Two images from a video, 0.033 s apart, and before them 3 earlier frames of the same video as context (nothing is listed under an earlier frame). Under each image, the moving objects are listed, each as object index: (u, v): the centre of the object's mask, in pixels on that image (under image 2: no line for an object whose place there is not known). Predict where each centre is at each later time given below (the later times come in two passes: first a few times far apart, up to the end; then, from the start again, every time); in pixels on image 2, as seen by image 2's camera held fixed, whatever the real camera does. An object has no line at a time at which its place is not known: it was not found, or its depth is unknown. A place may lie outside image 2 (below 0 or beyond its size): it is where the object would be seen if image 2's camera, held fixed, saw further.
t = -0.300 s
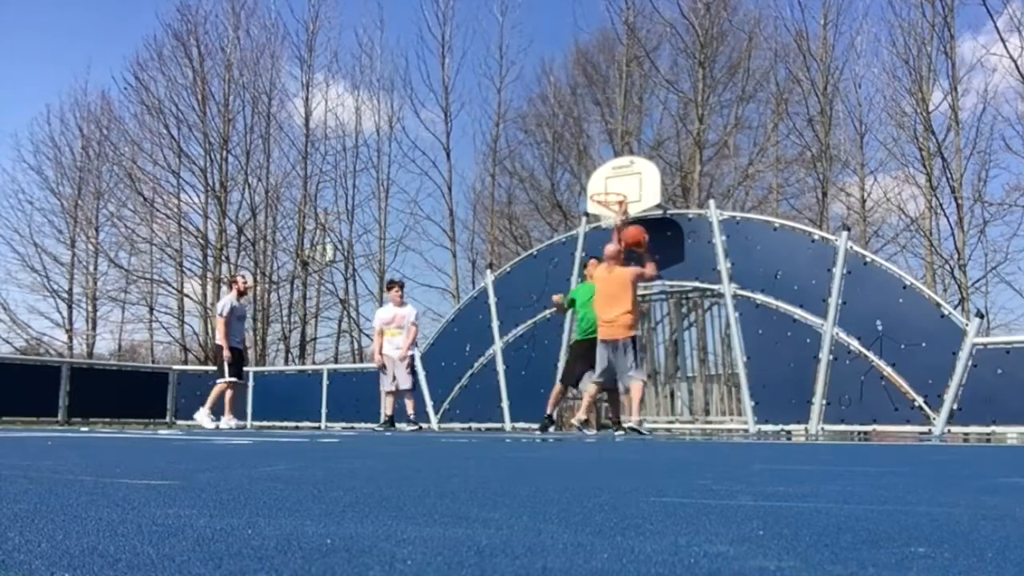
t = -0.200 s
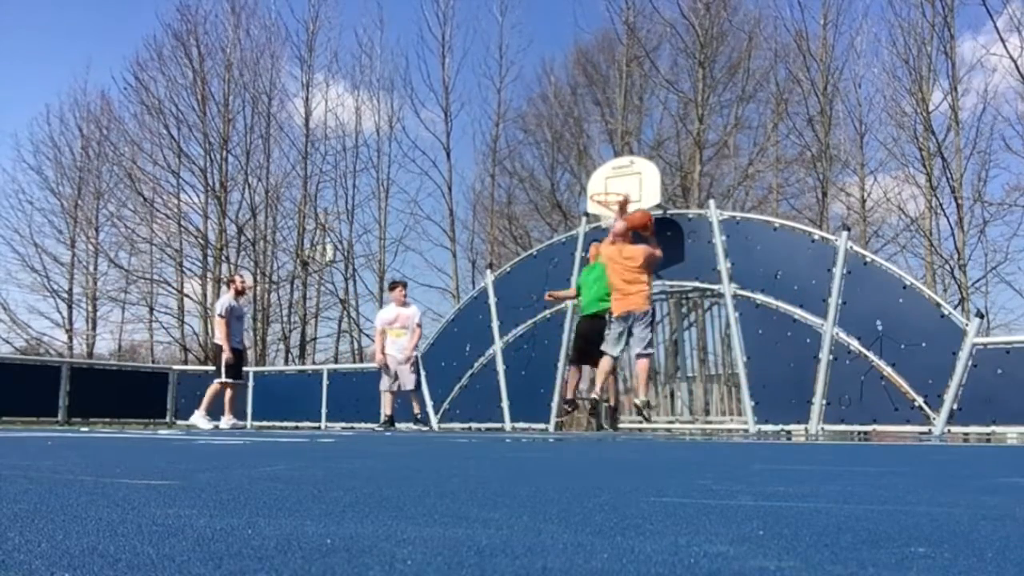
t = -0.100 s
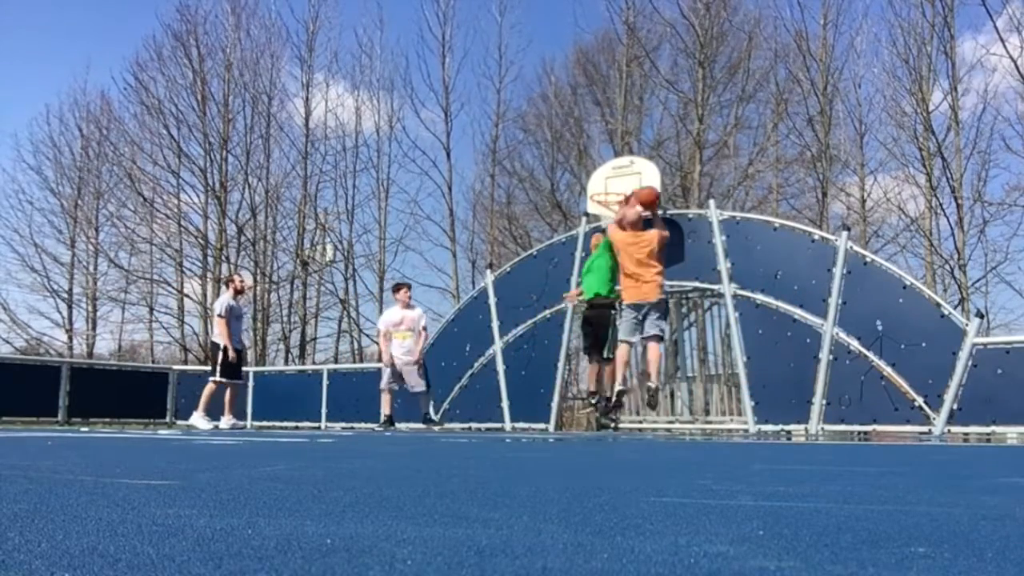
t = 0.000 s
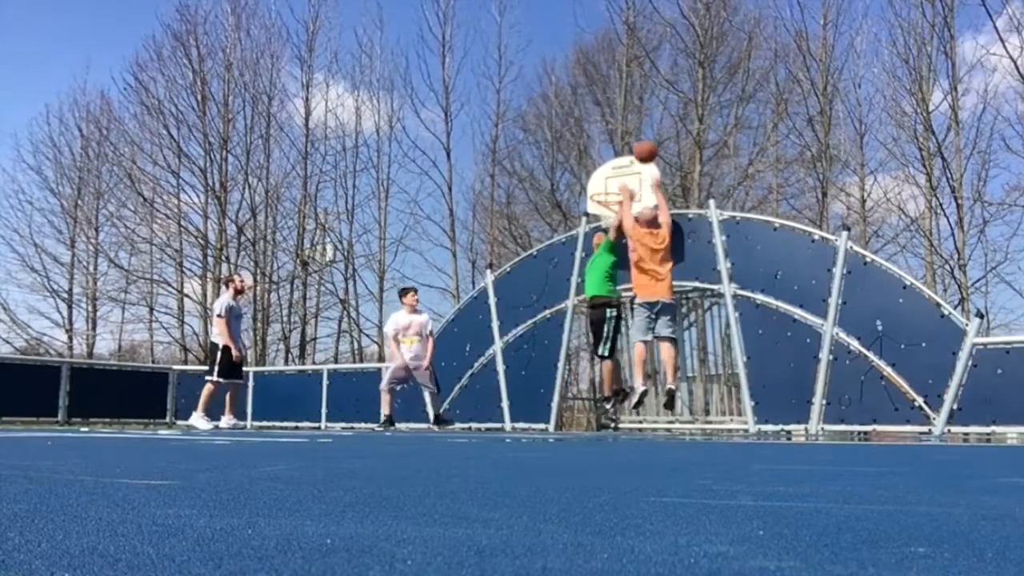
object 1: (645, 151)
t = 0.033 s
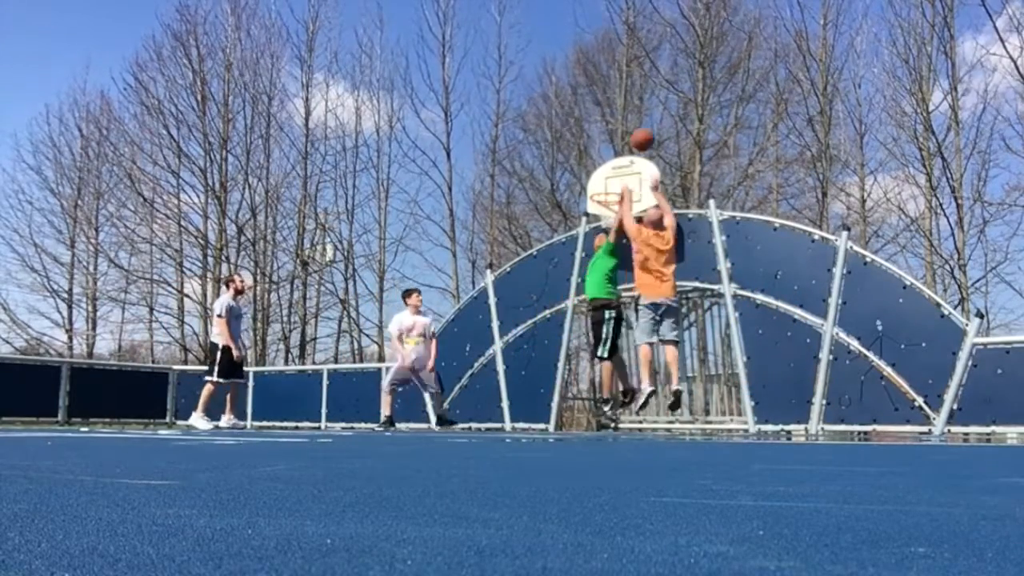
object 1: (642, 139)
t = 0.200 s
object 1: (633, 93)
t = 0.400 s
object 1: (627, 75)
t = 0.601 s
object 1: (622, 86)
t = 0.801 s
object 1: (620, 125)
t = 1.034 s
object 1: (616, 139)
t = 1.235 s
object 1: (615, 143)
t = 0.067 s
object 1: (640, 127)
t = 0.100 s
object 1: (638, 117)
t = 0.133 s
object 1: (636, 108)
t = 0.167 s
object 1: (634, 100)
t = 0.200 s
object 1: (633, 93)
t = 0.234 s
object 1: (632, 87)
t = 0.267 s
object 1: (630, 84)
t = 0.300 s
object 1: (630, 80)
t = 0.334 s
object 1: (628, 77)
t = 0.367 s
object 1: (627, 75)
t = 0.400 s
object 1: (627, 75)
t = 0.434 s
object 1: (625, 74)
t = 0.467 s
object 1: (625, 75)
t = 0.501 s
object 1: (624, 76)
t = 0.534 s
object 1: (623, 79)
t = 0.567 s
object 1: (623, 82)
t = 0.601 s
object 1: (622, 86)
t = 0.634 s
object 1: (622, 90)
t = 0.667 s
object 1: (621, 97)
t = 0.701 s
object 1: (620, 102)
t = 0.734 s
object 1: (619, 109)
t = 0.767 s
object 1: (620, 116)
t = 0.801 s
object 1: (620, 125)
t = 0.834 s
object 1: (617, 134)
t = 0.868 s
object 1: (619, 142)
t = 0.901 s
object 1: (619, 150)
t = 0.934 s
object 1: (618, 146)
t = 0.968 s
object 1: (617, 144)
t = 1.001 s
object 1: (617, 141)
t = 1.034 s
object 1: (616, 139)
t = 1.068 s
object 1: (616, 137)
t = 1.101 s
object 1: (616, 137)
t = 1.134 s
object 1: (616, 137)
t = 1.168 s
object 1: (616, 138)
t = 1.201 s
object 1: (616, 140)
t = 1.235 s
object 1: (615, 143)
